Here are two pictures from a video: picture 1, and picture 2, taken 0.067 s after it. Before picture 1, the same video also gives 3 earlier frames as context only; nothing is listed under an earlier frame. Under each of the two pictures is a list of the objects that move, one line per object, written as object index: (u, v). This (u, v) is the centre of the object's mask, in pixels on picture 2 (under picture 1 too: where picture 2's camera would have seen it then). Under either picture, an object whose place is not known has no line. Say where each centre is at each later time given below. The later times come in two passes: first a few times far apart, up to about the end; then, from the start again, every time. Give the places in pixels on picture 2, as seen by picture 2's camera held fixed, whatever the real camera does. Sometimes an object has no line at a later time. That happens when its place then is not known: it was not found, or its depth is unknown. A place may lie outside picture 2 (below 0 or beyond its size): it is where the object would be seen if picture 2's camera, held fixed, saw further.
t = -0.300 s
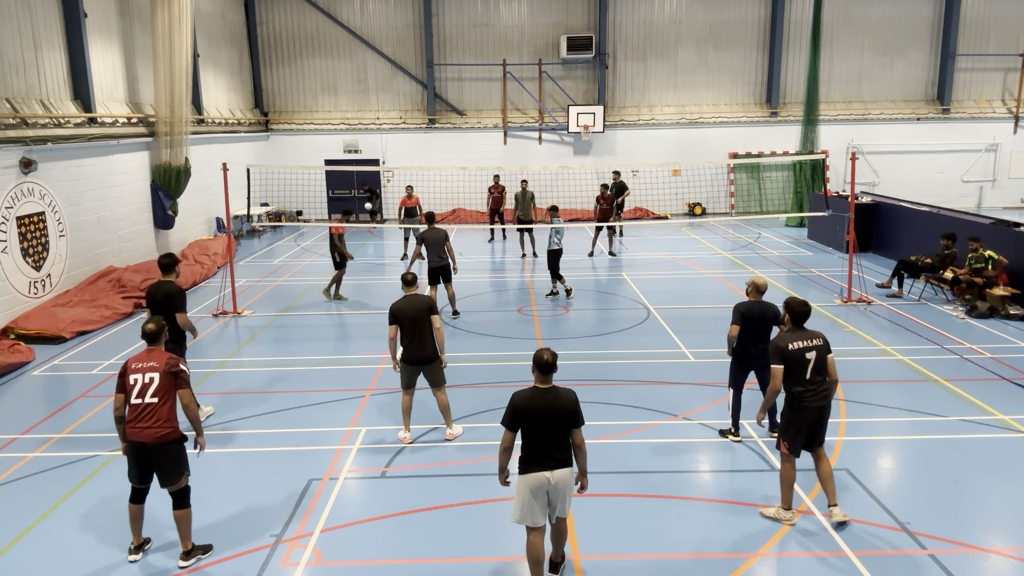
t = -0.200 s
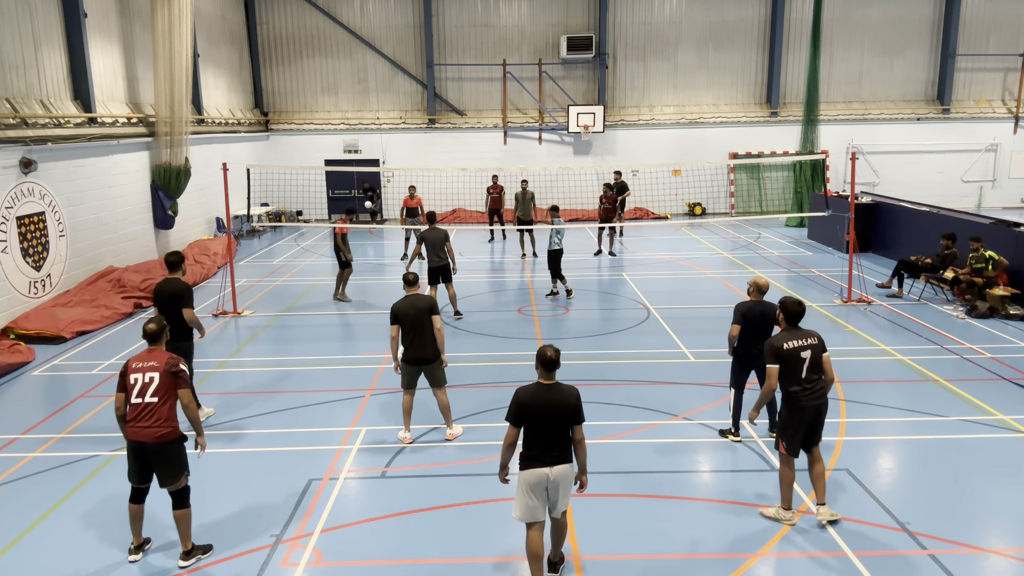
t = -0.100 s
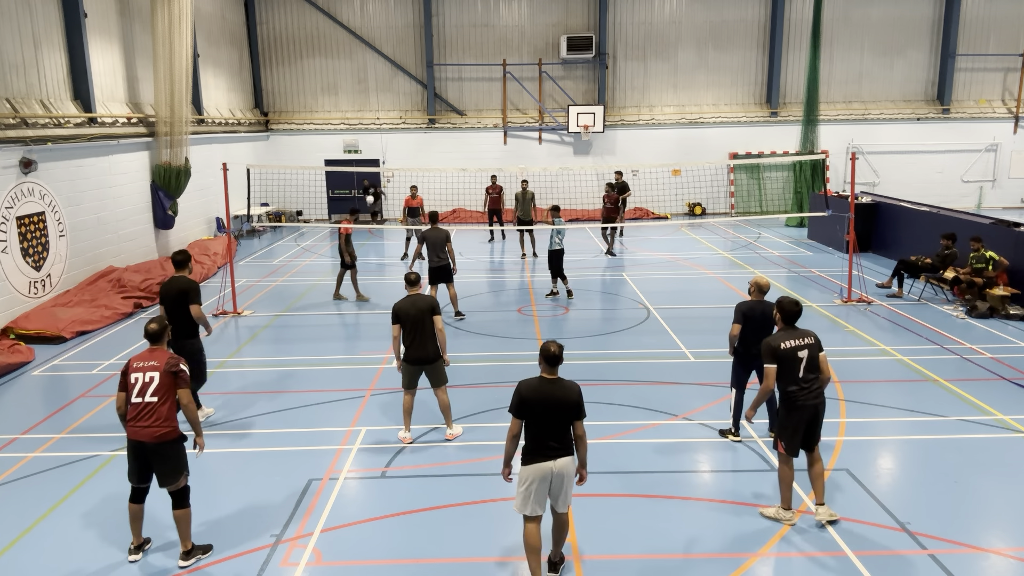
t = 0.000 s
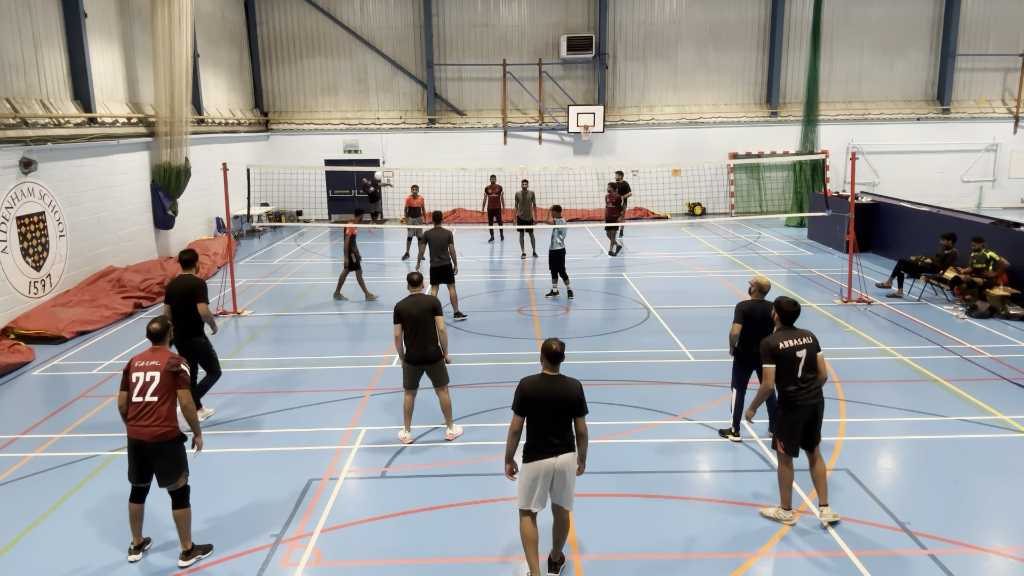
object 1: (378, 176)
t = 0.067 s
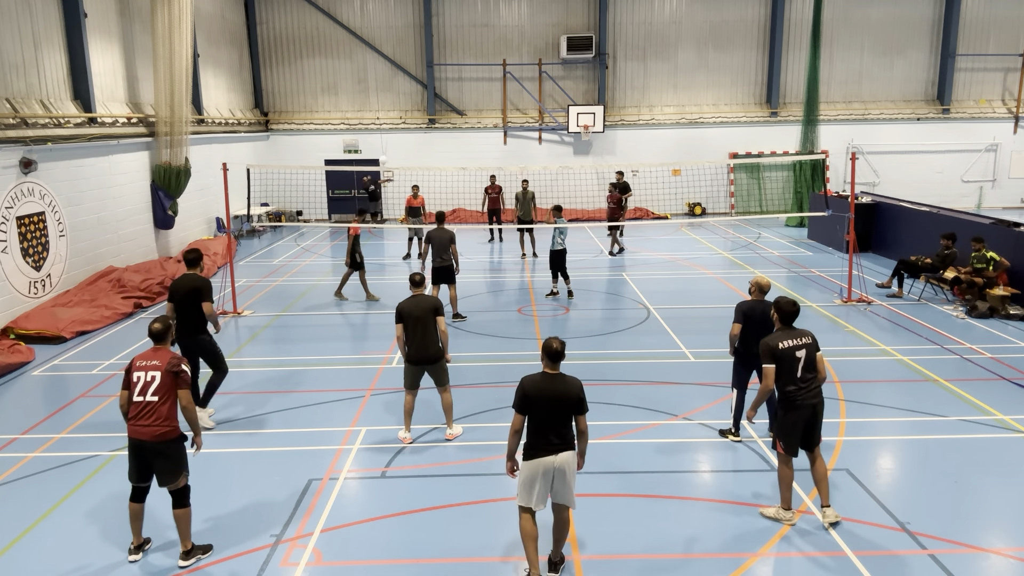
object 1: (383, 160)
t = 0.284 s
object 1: (398, 115)
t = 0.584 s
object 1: (432, 77)
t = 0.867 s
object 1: (475, 80)
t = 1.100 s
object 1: (517, 136)
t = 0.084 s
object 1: (384, 156)
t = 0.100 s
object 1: (385, 153)
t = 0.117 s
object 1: (386, 149)
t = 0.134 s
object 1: (387, 146)
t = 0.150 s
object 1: (388, 142)
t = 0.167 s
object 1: (390, 139)
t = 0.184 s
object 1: (391, 135)
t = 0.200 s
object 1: (392, 132)
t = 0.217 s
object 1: (393, 128)
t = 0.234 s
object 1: (395, 125)
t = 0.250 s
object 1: (396, 122)
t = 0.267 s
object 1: (397, 119)
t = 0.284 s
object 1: (398, 115)
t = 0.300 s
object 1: (400, 113)
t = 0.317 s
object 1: (401, 110)
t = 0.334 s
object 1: (403, 107)
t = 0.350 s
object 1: (404, 105)
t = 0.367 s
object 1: (406, 102)
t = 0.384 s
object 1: (408, 99)
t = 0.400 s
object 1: (409, 97)
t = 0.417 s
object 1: (411, 94)
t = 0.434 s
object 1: (413, 92)
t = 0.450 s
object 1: (415, 90)
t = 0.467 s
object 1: (417, 88)
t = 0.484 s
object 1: (419, 86)
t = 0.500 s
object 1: (421, 84)
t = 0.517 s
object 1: (422, 83)
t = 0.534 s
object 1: (425, 81)
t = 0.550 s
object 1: (427, 79)
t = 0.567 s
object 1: (429, 78)
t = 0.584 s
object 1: (432, 77)
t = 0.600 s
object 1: (434, 76)
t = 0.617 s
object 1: (436, 75)
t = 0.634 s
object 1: (439, 74)
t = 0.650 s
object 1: (441, 73)
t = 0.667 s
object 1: (444, 73)
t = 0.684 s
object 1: (446, 72)
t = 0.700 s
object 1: (449, 72)
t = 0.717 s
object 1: (451, 72)
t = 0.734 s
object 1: (454, 72)
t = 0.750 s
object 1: (456, 72)
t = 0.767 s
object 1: (459, 73)
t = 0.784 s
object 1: (462, 74)
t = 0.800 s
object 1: (464, 74)
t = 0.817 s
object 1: (467, 75)
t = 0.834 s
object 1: (470, 77)
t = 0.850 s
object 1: (472, 79)
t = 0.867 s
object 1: (475, 80)
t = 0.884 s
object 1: (478, 83)
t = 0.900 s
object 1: (481, 85)
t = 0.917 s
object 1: (484, 88)
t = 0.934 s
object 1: (486, 91)
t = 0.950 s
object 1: (489, 94)
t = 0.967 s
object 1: (492, 98)
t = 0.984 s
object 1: (495, 102)
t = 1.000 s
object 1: (498, 105)
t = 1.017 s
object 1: (502, 110)
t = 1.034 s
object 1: (504, 115)
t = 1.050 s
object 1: (508, 120)
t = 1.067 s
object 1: (511, 125)
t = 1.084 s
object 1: (514, 130)
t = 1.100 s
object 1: (517, 136)
